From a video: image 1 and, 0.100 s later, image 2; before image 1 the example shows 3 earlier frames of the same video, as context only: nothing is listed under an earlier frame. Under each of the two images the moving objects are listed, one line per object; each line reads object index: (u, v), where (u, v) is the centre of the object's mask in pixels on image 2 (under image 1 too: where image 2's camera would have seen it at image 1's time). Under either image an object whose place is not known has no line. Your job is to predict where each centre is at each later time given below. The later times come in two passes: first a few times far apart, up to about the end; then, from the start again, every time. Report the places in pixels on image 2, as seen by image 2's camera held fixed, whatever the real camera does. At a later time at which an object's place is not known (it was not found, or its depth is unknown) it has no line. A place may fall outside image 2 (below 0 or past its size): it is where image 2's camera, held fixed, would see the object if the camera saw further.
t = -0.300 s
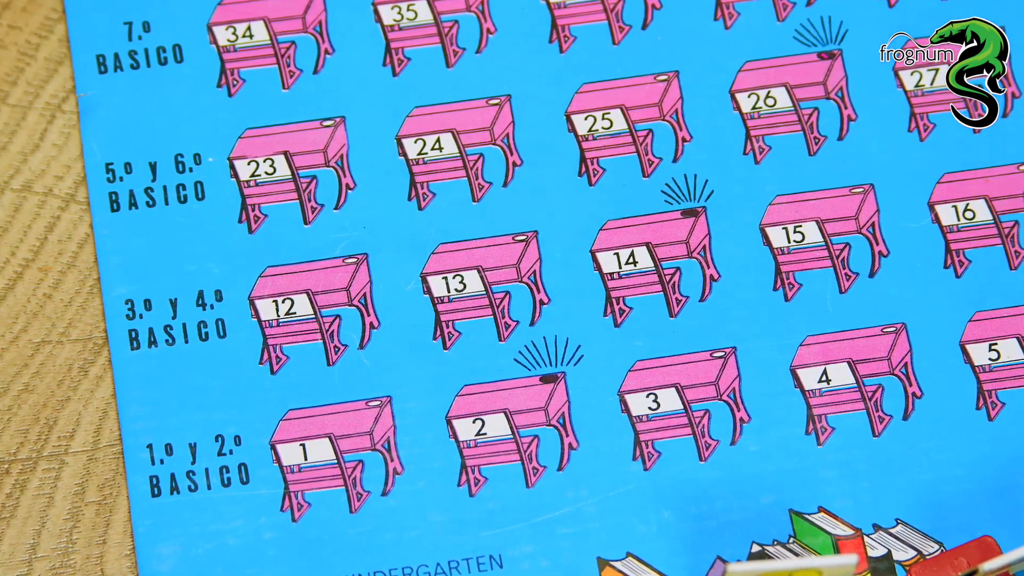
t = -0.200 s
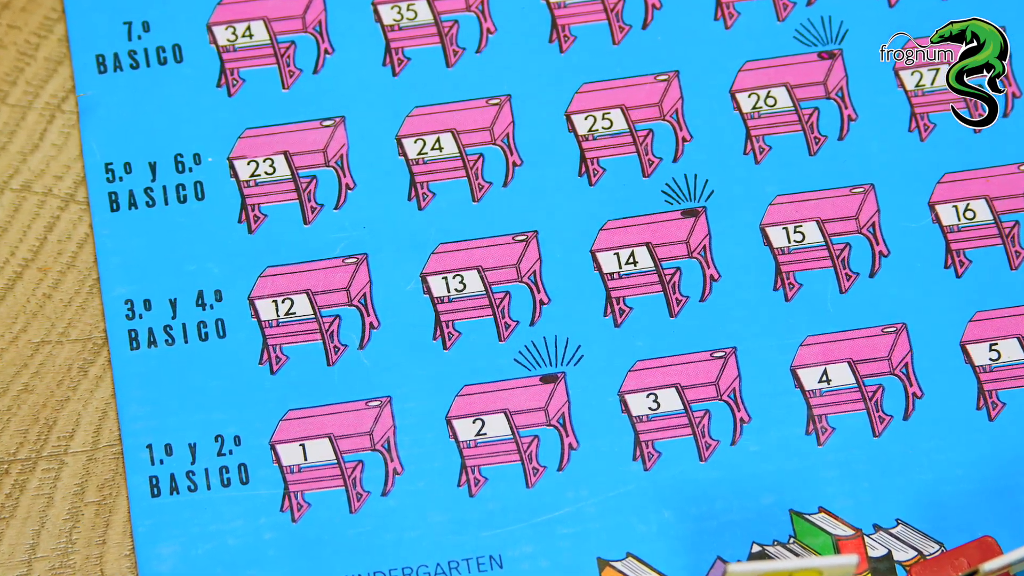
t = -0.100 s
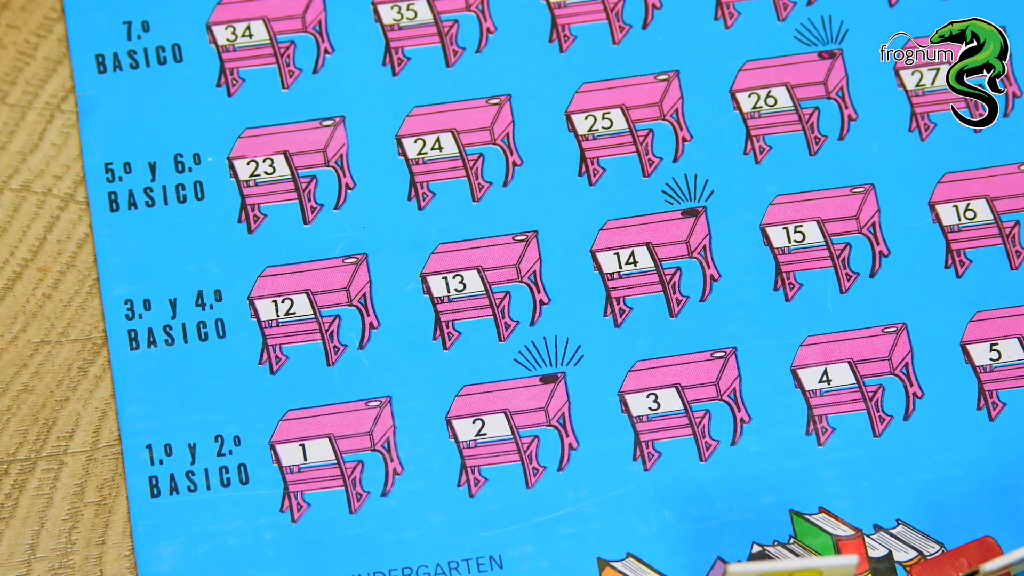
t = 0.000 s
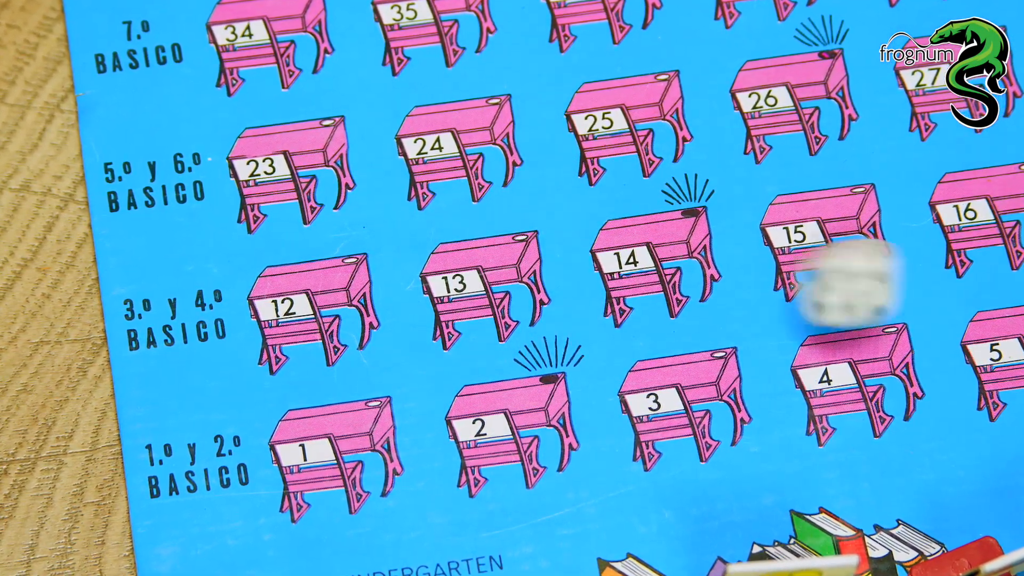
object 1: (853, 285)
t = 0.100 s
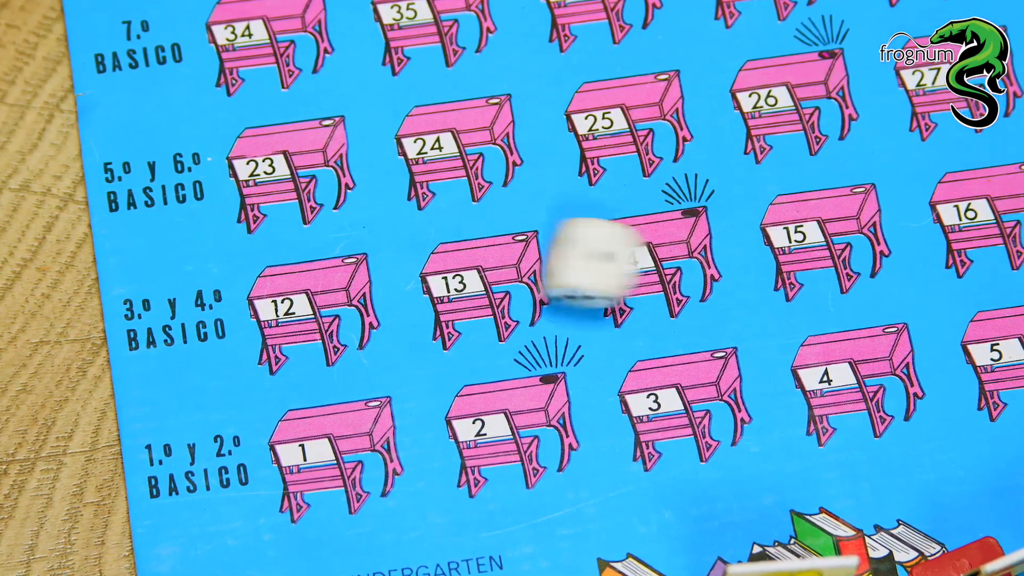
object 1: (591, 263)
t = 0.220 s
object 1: (444, 268)
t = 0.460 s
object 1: (441, 270)
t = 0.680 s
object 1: (441, 270)
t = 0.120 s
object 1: (546, 264)
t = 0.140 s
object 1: (515, 257)
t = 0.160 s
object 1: (490, 253)
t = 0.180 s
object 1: (470, 254)
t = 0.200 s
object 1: (453, 262)
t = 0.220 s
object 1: (444, 268)
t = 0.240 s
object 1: (441, 270)
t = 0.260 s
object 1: (441, 270)
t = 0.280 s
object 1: (441, 270)
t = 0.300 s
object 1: (441, 270)
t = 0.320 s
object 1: (441, 270)
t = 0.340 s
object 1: (441, 270)
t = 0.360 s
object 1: (441, 270)
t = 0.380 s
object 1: (441, 270)
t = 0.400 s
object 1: (441, 270)
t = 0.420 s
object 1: (441, 270)
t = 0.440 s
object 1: (441, 270)
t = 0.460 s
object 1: (441, 270)
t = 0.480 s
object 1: (441, 270)
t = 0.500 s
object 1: (441, 270)
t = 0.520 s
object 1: (441, 270)
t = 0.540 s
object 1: (441, 270)
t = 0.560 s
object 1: (441, 270)
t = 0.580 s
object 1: (441, 270)
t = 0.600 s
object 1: (441, 270)
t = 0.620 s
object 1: (441, 270)
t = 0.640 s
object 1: (441, 270)
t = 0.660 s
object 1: (441, 270)
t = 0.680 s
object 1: (441, 270)
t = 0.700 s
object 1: (441, 270)
